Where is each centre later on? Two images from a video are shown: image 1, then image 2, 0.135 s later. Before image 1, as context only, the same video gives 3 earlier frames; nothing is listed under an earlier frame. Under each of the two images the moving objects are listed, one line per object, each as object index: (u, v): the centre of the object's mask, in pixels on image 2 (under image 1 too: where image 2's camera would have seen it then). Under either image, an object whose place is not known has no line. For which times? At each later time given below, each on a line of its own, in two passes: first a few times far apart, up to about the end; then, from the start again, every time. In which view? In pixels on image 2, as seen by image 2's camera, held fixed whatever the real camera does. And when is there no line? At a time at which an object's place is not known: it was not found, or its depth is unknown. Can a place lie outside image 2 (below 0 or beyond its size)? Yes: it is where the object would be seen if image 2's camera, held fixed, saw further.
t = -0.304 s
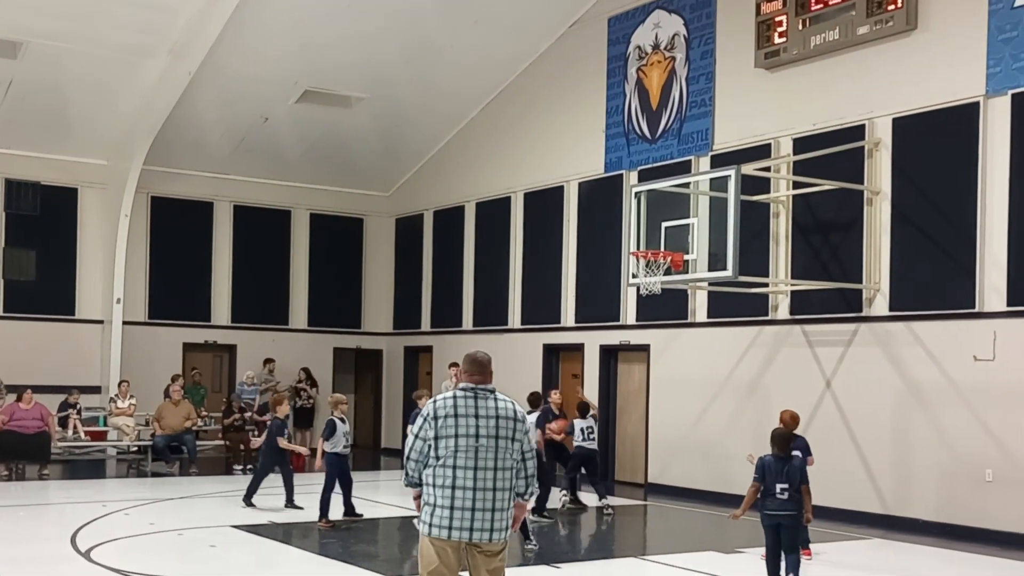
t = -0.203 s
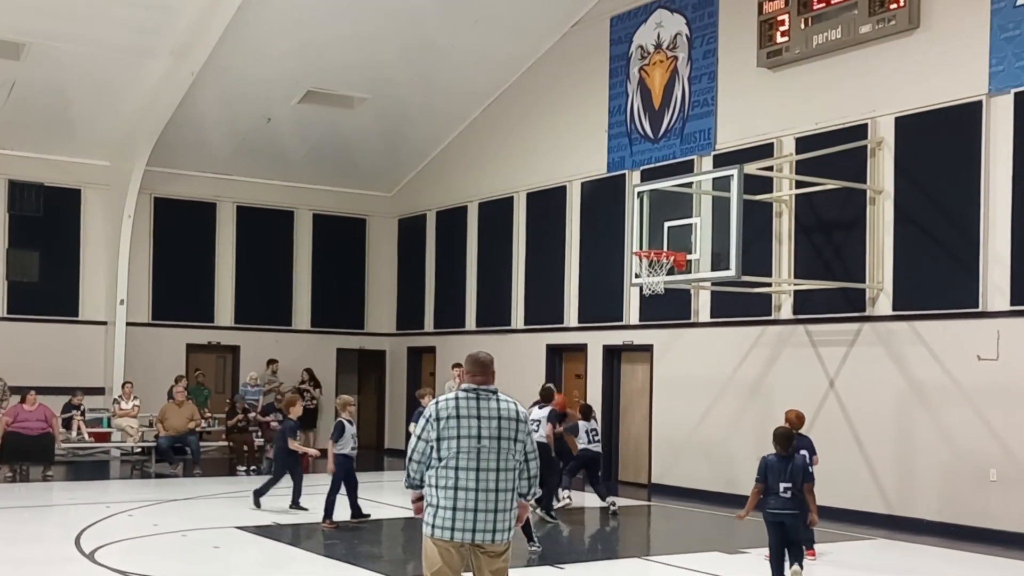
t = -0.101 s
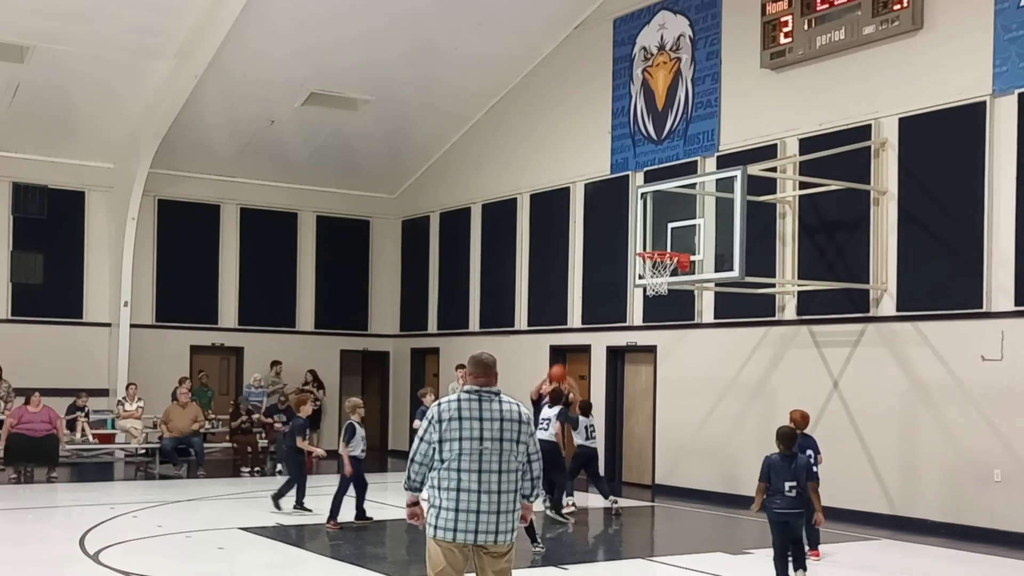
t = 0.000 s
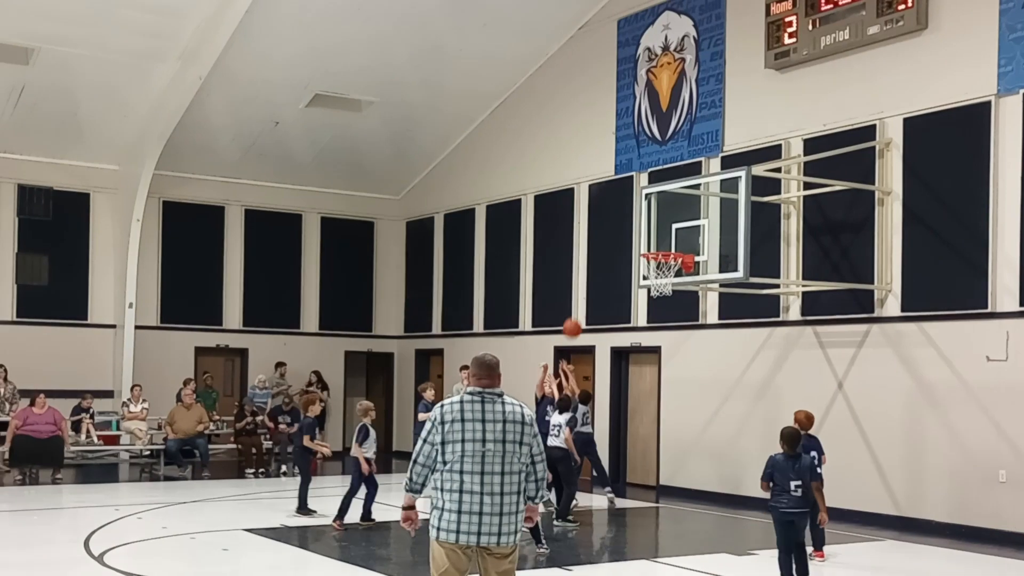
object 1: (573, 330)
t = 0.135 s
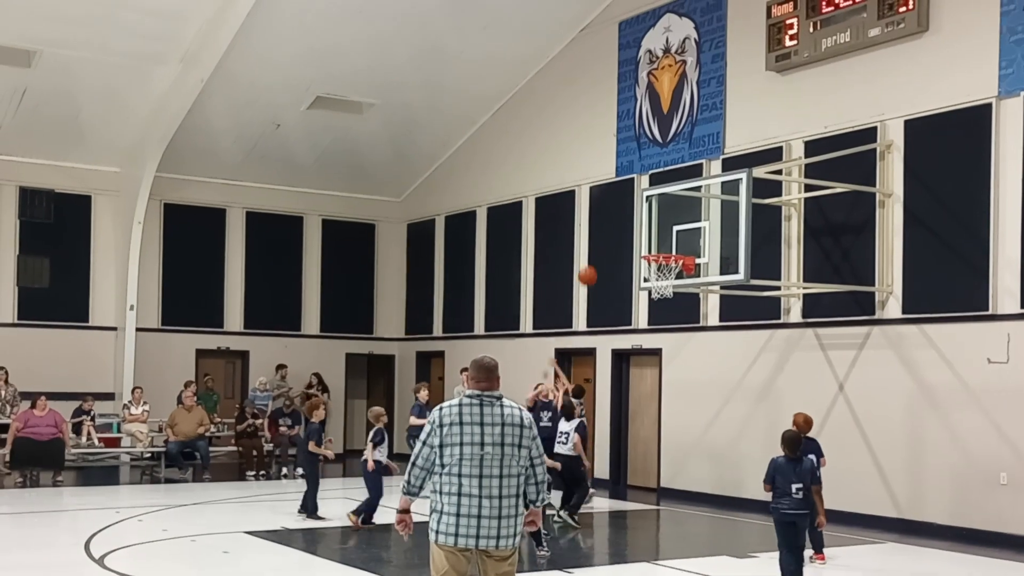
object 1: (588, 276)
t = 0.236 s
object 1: (598, 244)
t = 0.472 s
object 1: (623, 200)
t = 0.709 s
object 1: (647, 199)
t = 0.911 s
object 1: (668, 236)
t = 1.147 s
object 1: (657, 245)
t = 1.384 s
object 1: (633, 277)
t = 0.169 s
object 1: (592, 264)
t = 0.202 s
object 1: (595, 254)
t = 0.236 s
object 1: (598, 244)
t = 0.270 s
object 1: (602, 235)
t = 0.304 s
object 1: (605, 227)
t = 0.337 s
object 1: (609, 220)
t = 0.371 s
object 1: (612, 214)
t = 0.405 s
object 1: (616, 208)
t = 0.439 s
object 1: (619, 203)
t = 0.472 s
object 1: (623, 200)
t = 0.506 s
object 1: (626, 197)
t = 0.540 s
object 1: (629, 195)
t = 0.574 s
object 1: (633, 194)
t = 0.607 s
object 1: (637, 194)
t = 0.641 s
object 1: (640, 195)
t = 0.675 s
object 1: (644, 197)
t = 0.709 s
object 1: (647, 199)
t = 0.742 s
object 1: (651, 204)
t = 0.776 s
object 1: (654, 208)
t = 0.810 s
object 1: (658, 213)
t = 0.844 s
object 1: (661, 220)
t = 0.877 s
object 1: (664, 227)
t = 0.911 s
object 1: (668, 236)
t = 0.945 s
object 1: (671, 245)
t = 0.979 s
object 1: (672, 248)
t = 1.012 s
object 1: (670, 247)
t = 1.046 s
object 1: (667, 245)
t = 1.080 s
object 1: (663, 245)
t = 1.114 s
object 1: (660, 244)
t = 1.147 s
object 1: (657, 245)
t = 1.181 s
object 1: (654, 246)
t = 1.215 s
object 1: (650, 248)
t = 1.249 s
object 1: (646, 250)
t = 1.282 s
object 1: (641, 256)
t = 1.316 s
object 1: (637, 264)
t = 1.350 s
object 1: (635, 270)
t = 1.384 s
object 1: (633, 277)
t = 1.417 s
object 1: (629, 285)
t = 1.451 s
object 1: (626, 295)
